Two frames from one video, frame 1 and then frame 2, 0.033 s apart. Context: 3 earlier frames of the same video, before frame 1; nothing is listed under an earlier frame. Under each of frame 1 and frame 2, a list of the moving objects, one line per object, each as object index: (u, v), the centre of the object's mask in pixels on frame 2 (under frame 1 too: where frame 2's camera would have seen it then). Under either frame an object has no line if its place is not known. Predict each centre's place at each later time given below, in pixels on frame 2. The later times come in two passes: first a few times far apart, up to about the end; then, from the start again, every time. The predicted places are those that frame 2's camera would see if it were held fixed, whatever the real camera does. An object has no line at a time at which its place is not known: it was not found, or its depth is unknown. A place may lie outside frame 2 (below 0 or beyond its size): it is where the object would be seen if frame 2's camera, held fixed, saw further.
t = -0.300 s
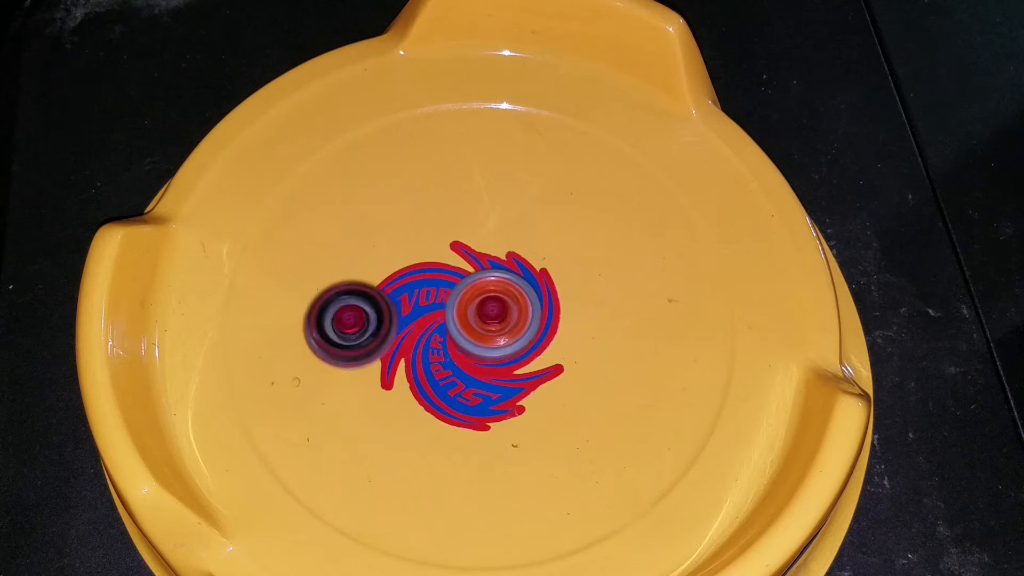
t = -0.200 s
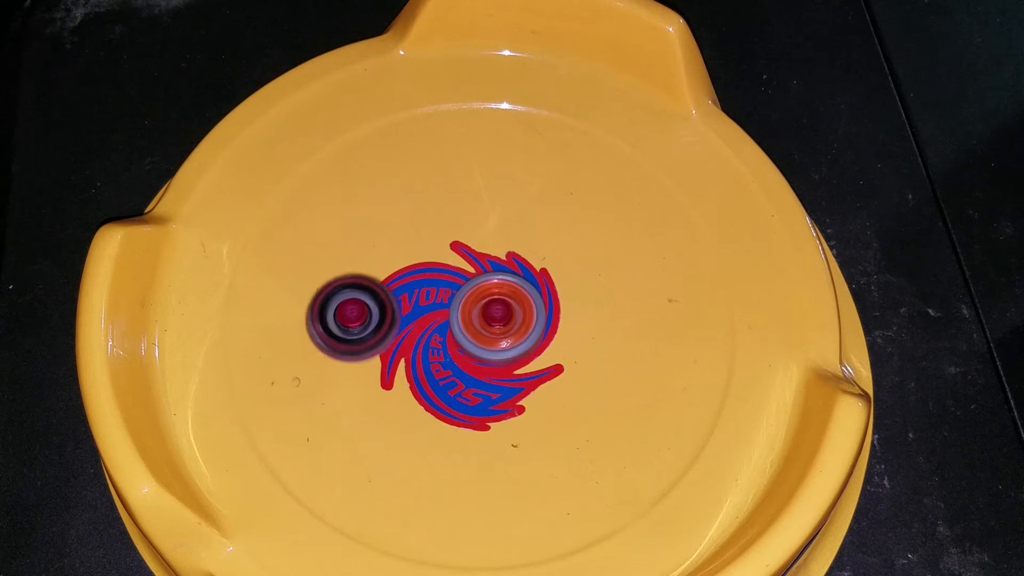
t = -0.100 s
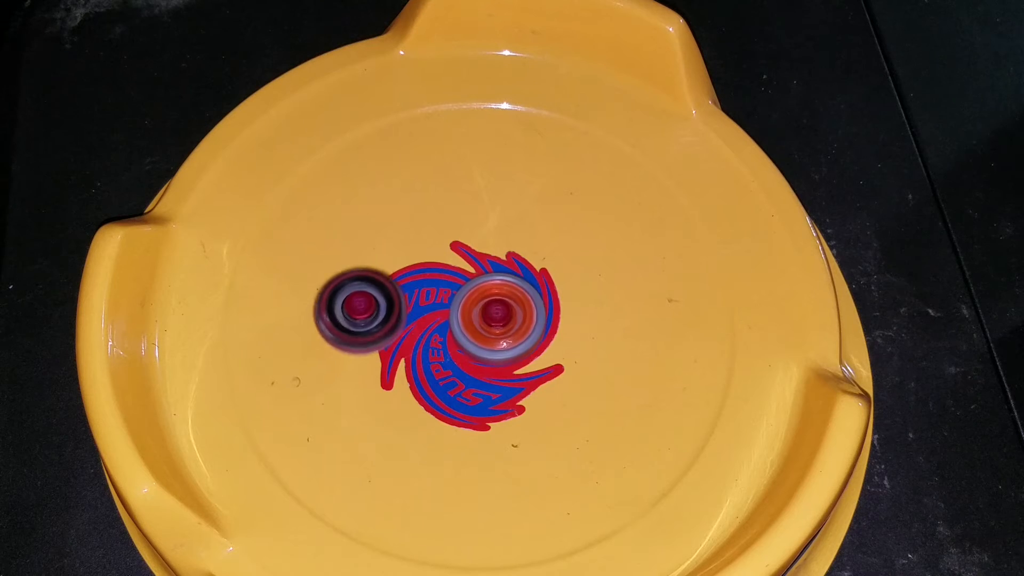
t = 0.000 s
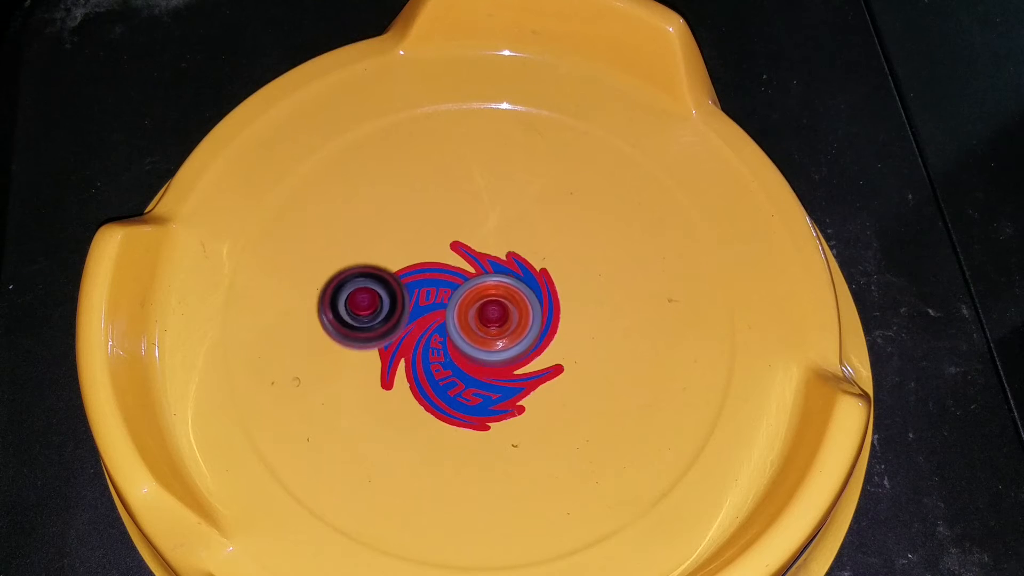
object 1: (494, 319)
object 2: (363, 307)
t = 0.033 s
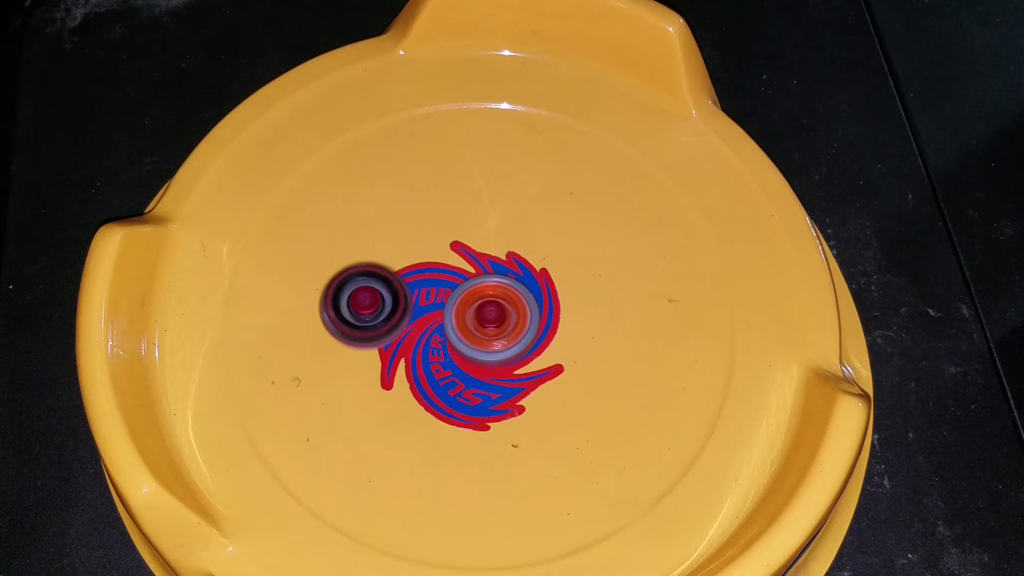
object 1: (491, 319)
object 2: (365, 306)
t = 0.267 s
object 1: (488, 322)
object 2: (380, 293)
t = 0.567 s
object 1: (500, 317)
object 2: (370, 266)
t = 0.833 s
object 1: (484, 300)
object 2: (391, 260)
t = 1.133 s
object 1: (483, 312)
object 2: (389, 256)
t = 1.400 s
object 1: (497, 314)
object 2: (404, 257)
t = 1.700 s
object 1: (492, 315)
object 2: (420, 255)
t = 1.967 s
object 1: (515, 340)
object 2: (405, 226)
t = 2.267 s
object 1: (495, 346)
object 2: (427, 238)
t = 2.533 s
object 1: (457, 338)
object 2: (447, 248)
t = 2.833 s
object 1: (431, 334)
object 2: (470, 249)
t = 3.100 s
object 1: (434, 320)
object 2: (486, 246)
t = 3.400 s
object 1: (443, 325)
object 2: (502, 237)
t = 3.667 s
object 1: (446, 328)
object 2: (502, 248)
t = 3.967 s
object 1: (447, 332)
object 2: (509, 267)
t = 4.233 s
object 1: (441, 352)
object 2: (530, 265)
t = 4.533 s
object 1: (440, 352)
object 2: (537, 264)
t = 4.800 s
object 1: (451, 332)
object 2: (528, 269)
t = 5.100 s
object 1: (455, 315)
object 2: (536, 269)
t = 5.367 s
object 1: (449, 315)
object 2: (543, 277)
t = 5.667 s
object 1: (445, 315)
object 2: (545, 287)
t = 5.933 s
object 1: (447, 323)
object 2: (547, 296)
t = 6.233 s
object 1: (451, 321)
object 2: (546, 304)
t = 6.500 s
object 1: (451, 323)
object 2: (551, 310)
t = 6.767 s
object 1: (448, 313)
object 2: (555, 317)
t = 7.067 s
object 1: (445, 306)
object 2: (559, 331)
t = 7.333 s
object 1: (440, 306)
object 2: (569, 345)
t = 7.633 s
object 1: (456, 310)
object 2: (550, 353)
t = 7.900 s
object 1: (459, 308)
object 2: (549, 364)
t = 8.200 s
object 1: (459, 308)
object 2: (533, 372)
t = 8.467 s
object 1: (457, 306)
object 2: (521, 377)
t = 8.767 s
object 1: (455, 305)
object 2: (509, 382)
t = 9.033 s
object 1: (455, 303)
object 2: (499, 384)
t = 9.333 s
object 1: (459, 294)
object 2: (490, 384)
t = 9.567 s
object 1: (469, 287)
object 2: (484, 394)
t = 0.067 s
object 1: (490, 320)
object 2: (368, 304)
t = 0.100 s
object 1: (488, 321)
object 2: (370, 302)
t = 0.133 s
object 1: (487, 322)
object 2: (372, 300)
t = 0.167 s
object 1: (488, 322)
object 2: (374, 298)
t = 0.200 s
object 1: (488, 323)
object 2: (376, 296)
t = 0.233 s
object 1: (488, 323)
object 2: (378, 294)
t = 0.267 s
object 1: (488, 322)
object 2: (380, 293)
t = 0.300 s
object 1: (488, 322)
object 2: (383, 291)
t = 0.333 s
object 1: (488, 321)
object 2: (385, 289)
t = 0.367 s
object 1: (487, 320)
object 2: (387, 288)
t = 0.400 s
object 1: (485, 320)
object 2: (390, 286)
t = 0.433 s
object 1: (484, 318)
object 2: (392, 285)
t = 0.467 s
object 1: (483, 317)
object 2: (394, 283)
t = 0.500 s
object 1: (493, 319)
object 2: (382, 275)
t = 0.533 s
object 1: (499, 319)
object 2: (372, 269)
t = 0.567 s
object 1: (500, 317)
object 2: (370, 266)
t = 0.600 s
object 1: (503, 315)
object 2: (371, 265)
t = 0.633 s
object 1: (503, 313)
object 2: (374, 263)
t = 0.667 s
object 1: (500, 309)
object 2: (376, 262)
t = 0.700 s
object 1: (496, 303)
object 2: (380, 261)
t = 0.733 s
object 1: (493, 300)
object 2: (383, 260)
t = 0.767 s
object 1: (488, 300)
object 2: (386, 260)
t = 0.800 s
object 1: (485, 299)
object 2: (390, 260)
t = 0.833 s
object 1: (484, 300)
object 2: (391, 260)
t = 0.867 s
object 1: (483, 300)
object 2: (391, 259)
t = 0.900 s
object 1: (481, 302)
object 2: (392, 259)
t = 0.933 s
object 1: (480, 303)
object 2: (391, 259)
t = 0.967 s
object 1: (479, 303)
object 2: (390, 260)
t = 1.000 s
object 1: (477, 304)
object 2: (391, 260)
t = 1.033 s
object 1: (476, 305)
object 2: (392, 260)
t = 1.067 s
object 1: (476, 307)
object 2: (395, 260)
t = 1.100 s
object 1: (477, 309)
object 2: (396, 259)
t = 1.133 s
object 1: (483, 312)
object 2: (389, 256)
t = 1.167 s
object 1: (486, 313)
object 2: (388, 255)
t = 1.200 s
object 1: (487, 314)
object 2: (390, 256)
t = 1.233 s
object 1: (489, 316)
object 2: (393, 256)
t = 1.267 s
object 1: (491, 317)
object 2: (396, 257)
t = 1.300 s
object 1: (493, 316)
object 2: (398, 256)
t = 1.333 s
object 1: (494, 315)
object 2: (399, 256)
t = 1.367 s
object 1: (496, 314)
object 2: (401, 257)
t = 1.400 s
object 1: (497, 314)
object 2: (404, 257)
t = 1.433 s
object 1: (497, 313)
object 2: (406, 257)
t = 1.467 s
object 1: (496, 313)
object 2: (409, 257)
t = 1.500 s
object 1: (496, 312)
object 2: (411, 258)
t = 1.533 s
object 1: (495, 311)
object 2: (414, 258)
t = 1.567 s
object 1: (494, 310)
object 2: (417, 258)
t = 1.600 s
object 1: (494, 310)
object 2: (418, 258)
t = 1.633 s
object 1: (493, 312)
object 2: (417, 257)
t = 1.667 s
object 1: (492, 313)
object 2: (419, 257)
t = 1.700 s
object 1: (492, 315)
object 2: (420, 255)
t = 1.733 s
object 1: (501, 325)
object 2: (407, 240)
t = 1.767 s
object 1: (505, 329)
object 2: (398, 230)
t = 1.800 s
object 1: (509, 331)
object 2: (395, 226)
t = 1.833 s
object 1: (511, 333)
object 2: (395, 225)
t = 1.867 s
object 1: (512, 335)
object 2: (397, 225)
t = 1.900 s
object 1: (514, 337)
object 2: (400, 225)
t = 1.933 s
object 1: (514, 338)
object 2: (402, 225)
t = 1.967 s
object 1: (515, 340)
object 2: (405, 226)
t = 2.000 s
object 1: (515, 341)
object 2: (408, 227)
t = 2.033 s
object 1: (514, 343)
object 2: (410, 228)
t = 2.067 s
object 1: (513, 344)
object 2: (412, 229)
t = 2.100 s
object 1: (511, 344)
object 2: (415, 230)
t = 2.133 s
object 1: (509, 345)
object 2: (417, 231)
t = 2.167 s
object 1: (507, 346)
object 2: (420, 233)
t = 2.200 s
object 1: (502, 347)
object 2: (422, 235)
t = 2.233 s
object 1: (498, 346)
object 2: (425, 236)
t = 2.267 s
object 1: (495, 346)
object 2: (427, 238)
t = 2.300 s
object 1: (491, 346)
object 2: (430, 239)
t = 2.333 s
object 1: (488, 345)
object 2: (432, 241)
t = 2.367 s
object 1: (483, 344)
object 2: (435, 243)
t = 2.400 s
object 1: (478, 344)
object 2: (437, 244)
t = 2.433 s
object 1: (472, 343)
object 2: (439, 245)
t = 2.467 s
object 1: (467, 342)
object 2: (442, 246)
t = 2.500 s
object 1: (463, 341)
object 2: (444, 247)
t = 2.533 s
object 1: (457, 338)
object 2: (447, 248)
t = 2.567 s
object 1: (453, 337)
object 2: (450, 249)
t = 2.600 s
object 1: (448, 337)
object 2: (452, 247)
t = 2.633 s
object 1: (445, 337)
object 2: (454, 248)
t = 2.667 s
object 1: (442, 337)
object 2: (457, 248)
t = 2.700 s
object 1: (438, 337)
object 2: (460, 248)
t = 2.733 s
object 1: (436, 337)
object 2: (463, 248)
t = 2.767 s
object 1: (433, 337)
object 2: (465, 248)
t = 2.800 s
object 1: (431, 336)
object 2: (468, 248)
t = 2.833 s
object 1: (431, 334)
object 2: (470, 249)
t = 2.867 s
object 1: (430, 333)
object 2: (472, 249)
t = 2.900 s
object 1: (429, 331)
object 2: (475, 249)
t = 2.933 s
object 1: (429, 329)
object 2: (477, 249)
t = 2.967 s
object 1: (430, 328)
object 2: (479, 248)
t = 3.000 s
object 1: (431, 326)
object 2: (481, 248)
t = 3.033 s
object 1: (432, 324)
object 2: (483, 248)
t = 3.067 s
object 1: (434, 322)
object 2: (485, 247)
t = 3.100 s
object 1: (434, 320)
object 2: (486, 246)
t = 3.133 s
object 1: (436, 319)
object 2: (488, 246)
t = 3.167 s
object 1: (436, 318)
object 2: (489, 245)
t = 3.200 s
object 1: (437, 317)
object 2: (490, 245)
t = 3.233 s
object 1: (437, 319)
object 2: (494, 241)
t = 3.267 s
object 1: (436, 321)
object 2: (498, 237)
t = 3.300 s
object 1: (439, 323)
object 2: (499, 236)
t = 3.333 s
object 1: (441, 324)
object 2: (500, 236)
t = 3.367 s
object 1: (442, 324)
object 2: (501, 236)
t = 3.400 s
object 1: (443, 325)
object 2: (502, 237)
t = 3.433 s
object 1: (444, 326)
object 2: (502, 238)
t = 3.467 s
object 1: (445, 327)
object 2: (502, 239)
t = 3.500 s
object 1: (445, 327)
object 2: (502, 240)
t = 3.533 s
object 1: (445, 327)
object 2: (502, 241)
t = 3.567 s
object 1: (445, 328)
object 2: (502, 243)
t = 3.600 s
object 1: (445, 328)
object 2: (503, 245)
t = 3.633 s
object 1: (445, 328)
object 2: (502, 246)
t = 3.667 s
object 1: (446, 328)
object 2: (502, 248)
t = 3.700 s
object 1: (446, 328)
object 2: (502, 250)
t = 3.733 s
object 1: (446, 328)
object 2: (503, 253)
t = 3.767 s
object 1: (446, 328)
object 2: (503, 255)
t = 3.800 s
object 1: (446, 328)
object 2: (504, 257)
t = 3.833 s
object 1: (446, 328)
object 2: (505, 260)
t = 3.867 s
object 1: (445, 328)
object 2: (506, 262)
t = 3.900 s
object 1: (445, 329)
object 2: (507, 263)
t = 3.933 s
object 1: (447, 331)
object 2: (508, 265)
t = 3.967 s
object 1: (447, 332)
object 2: (509, 267)
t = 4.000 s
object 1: (447, 333)
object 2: (511, 269)
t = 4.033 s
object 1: (448, 334)
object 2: (511, 270)
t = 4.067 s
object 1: (445, 337)
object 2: (516, 267)
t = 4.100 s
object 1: (442, 341)
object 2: (523, 262)
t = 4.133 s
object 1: (441, 345)
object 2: (524, 262)
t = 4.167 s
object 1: (441, 348)
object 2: (526, 263)
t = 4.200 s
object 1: (442, 351)
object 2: (528, 264)
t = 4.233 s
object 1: (441, 352)
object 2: (530, 265)
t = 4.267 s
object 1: (438, 353)
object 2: (531, 265)
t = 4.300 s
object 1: (438, 353)
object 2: (533, 265)
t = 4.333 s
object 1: (438, 354)
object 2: (534, 265)
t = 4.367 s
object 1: (438, 354)
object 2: (535, 265)
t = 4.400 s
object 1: (439, 354)
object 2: (536, 265)
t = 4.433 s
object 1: (439, 354)
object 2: (537, 265)
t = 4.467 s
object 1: (439, 354)
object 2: (537, 264)
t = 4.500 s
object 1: (440, 353)
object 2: (537, 264)
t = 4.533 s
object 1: (440, 352)
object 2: (537, 264)
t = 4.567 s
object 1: (440, 349)
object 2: (537, 264)
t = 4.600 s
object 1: (440, 347)
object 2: (536, 263)
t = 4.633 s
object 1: (442, 346)
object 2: (534, 264)
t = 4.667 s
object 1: (443, 344)
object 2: (533, 264)
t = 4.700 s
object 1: (445, 342)
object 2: (532, 265)
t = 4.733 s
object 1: (447, 339)
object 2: (531, 266)
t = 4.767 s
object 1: (449, 336)
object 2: (529, 268)
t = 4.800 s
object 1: (451, 332)
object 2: (528, 269)
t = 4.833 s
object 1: (453, 327)
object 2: (527, 271)
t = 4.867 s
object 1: (455, 325)
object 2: (531, 268)
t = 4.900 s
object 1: (458, 321)
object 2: (532, 266)
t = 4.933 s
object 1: (458, 320)
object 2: (534, 265)
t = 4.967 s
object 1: (458, 318)
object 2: (534, 265)
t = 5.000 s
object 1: (458, 317)
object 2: (534, 267)
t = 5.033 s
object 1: (456, 316)
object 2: (535, 267)
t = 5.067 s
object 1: (456, 316)
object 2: (535, 268)
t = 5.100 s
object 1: (455, 315)
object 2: (536, 269)
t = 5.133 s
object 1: (456, 315)
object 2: (536, 270)
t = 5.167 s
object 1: (453, 316)
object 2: (541, 270)
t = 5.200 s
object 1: (453, 316)
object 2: (542, 270)
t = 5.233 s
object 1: (451, 317)
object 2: (542, 271)
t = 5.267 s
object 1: (450, 316)
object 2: (543, 273)
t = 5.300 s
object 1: (450, 315)
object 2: (543, 274)
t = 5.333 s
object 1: (449, 315)
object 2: (544, 275)
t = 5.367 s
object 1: (449, 315)
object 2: (543, 277)
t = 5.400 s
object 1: (449, 316)
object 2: (543, 278)
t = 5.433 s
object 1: (449, 316)
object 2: (543, 280)
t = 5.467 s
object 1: (450, 316)
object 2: (543, 281)
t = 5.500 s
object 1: (450, 315)
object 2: (542, 283)
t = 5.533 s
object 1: (450, 315)
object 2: (541, 284)
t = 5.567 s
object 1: (450, 315)
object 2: (541, 286)
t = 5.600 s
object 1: (449, 314)
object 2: (541, 287)
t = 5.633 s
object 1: (449, 314)
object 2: (540, 287)
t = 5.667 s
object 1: (445, 315)
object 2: (545, 287)
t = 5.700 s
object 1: (445, 315)
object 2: (547, 286)
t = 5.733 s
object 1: (447, 316)
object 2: (547, 287)
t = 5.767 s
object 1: (448, 318)
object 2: (547, 289)
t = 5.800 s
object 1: (447, 321)
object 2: (548, 290)
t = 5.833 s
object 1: (446, 321)
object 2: (548, 292)
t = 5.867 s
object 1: (446, 322)
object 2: (547, 293)
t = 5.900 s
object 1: (446, 322)
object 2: (547, 295)
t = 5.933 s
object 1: (447, 323)
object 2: (547, 296)
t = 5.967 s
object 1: (448, 323)
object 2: (546, 297)
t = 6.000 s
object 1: (450, 323)
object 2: (545, 299)
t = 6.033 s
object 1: (450, 323)
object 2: (547, 299)
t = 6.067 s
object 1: (449, 322)
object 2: (550, 298)
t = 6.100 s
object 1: (451, 323)
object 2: (549, 299)
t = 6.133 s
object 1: (451, 322)
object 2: (549, 300)
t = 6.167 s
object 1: (452, 322)
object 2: (548, 302)
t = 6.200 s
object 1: (452, 322)
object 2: (547, 303)
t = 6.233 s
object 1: (451, 321)
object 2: (546, 304)
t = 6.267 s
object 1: (448, 321)
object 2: (548, 305)
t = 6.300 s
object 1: (449, 321)
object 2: (547, 305)
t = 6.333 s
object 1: (449, 322)
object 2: (546, 307)
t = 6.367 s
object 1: (450, 322)
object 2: (546, 308)
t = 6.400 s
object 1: (448, 322)
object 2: (551, 307)
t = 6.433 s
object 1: (449, 322)
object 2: (551, 307)
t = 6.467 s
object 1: (449, 323)
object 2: (551, 309)
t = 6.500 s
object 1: (451, 323)
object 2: (551, 310)
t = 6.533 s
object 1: (451, 322)
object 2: (550, 311)
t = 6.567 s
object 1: (451, 322)
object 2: (550, 312)
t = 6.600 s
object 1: (451, 321)
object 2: (549, 313)
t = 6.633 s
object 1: (450, 320)
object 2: (548, 314)
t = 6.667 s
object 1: (450, 318)
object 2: (547, 315)
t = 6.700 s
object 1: (449, 316)
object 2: (550, 316)
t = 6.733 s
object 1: (448, 313)
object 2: (555, 316)
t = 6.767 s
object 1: (448, 313)
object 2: (555, 317)
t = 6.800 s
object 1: (448, 313)
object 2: (553, 319)
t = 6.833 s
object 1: (448, 312)
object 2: (553, 320)
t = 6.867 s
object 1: (448, 311)
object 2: (552, 321)
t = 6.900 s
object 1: (448, 311)
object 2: (551, 322)
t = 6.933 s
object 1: (448, 310)
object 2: (550, 324)
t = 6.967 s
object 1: (450, 310)
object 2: (549, 325)
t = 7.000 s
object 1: (451, 310)
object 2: (547, 326)
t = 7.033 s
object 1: (452, 309)
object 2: (546, 328)
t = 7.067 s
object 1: (445, 306)
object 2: (559, 331)
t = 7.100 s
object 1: (441, 304)
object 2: (571, 334)
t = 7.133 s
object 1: (440, 304)
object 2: (574, 335)
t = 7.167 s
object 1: (440, 305)
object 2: (574, 337)
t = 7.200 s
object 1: (440, 305)
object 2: (573, 338)
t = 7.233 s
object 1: (440, 305)
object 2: (572, 340)
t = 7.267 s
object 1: (440, 305)
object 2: (571, 342)
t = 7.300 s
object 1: (440, 305)
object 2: (570, 344)
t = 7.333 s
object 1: (440, 306)
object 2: (569, 345)
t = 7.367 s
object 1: (441, 306)
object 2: (567, 347)
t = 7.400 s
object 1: (441, 306)
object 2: (566, 348)
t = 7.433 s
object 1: (442, 307)
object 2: (564, 349)
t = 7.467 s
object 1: (444, 307)
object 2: (562, 351)
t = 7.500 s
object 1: (445, 308)
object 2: (560, 351)
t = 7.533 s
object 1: (448, 309)
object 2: (557, 350)
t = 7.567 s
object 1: (451, 309)
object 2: (554, 351)
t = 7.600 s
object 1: (453, 310)
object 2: (552, 352)
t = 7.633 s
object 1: (456, 310)
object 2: (550, 353)
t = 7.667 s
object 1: (460, 311)
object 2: (548, 354)
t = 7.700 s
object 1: (461, 310)
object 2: (550, 356)
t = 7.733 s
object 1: (459, 308)
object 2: (556, 359)
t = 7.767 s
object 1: (459, 308)
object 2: (556, 359)
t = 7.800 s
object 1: (459, 308)
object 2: (553, 361)
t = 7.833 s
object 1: (459, 308)
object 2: (551, 362)
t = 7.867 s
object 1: (459, 308)
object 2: (550, 363)
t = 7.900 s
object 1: (459, 308)
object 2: (549, 364)
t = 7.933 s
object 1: (459, 308)
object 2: (547, 366)
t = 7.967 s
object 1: (459, 308)
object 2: (545, 367)
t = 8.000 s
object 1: (459, 308)
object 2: (544, 368)
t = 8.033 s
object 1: (459, 308)
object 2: (542, 369)
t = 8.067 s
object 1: (459, 308)
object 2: (541, 370)
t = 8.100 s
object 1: (459, 308)
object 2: (539, 370)
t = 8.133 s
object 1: (459, 308)
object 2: (537, 371)
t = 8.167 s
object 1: (459, 308)
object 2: (535, 372)
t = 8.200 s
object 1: (459, 308)
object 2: (533, 372)
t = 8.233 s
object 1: (459, 308)
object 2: (531, 373)
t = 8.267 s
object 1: (459, 308)
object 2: (529, 373)
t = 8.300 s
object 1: (459, 308)
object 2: (527, 373)
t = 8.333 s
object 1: (459, 308)
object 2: (526, 374)
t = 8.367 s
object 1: (458, 306)
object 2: (527, 376)
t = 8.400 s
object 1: (458, 307)
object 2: (525, 375)
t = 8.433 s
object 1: (457, 306)
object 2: (522, 376)
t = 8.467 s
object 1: (457, 306)
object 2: (521, 377)
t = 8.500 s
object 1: (456, 307)
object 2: (519, 377)
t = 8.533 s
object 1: (456, 306)
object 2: (517, 378)
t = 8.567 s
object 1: (456, 307)
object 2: (515, 378)
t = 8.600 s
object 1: (456, 307)
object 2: (514, 379)
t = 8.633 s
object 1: (456, 306)
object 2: (514, 379)
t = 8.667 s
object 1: (456, 306)
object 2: (512, 379)
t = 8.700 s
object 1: (456, 305)
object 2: (511, 380)
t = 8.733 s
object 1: (456, 305)
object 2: (509, 381)
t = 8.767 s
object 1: (455, 305)
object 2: (509, 382)
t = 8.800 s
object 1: (455, 303)
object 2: (509, 382)
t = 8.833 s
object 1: (454, 303)
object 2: (507, 382)
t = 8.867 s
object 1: (454, 304)
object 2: (506, 383)
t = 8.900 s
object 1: (452, 303)
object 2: (505, 383)
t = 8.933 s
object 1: (451, 303)
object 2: (503, 383)
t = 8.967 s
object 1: (452, 302)
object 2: (501, 383)
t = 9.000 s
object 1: (453, 302)
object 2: (500, 383)
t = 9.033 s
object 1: (455, 303)
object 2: (499, 384)
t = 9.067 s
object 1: (456, 302)
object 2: (499, 384)
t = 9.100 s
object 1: (456, 300)
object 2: (499, 385)
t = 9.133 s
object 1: (458, 299)
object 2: (499, 385)
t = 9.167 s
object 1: (458, 298)
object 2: (497, 385)
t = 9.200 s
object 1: (459, 296)
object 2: (496, 385)
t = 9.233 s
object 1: (458, 295)
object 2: (494, 385)
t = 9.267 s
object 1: (458, 295)
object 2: (493, 385)
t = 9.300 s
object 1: (459, 295)
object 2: (492, 384)
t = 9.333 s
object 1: (459, 294)
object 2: (490, 384)
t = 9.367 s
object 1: (460, 295)
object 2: (489, 384)
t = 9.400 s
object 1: (461, 295)
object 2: (488, 383)
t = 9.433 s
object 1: (464, 296)
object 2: (487, 384)
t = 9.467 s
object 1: (465, 296)
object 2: (486, 384)
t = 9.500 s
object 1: (467, 295)
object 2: (486, 384)
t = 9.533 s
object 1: (468, 295)
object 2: (485, 386)
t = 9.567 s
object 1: (469, 287)
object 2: (484, 394)
